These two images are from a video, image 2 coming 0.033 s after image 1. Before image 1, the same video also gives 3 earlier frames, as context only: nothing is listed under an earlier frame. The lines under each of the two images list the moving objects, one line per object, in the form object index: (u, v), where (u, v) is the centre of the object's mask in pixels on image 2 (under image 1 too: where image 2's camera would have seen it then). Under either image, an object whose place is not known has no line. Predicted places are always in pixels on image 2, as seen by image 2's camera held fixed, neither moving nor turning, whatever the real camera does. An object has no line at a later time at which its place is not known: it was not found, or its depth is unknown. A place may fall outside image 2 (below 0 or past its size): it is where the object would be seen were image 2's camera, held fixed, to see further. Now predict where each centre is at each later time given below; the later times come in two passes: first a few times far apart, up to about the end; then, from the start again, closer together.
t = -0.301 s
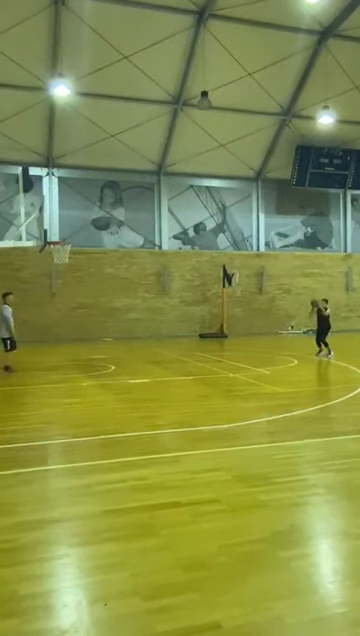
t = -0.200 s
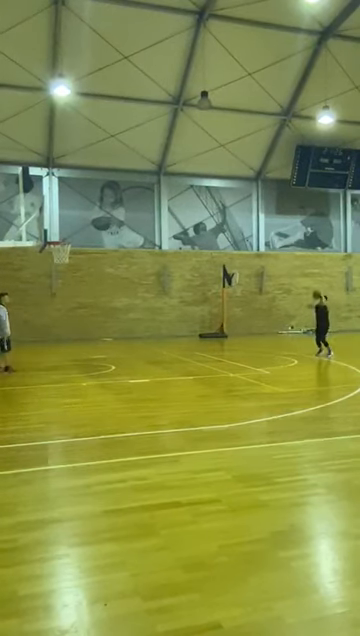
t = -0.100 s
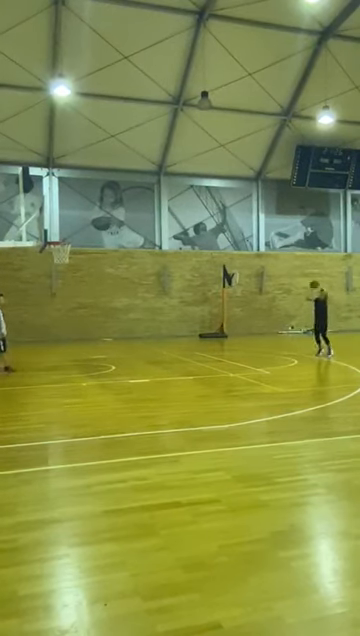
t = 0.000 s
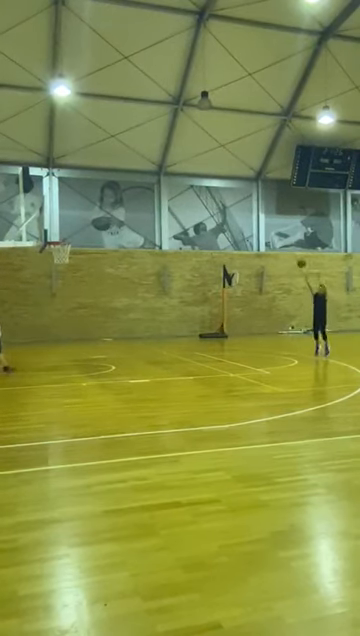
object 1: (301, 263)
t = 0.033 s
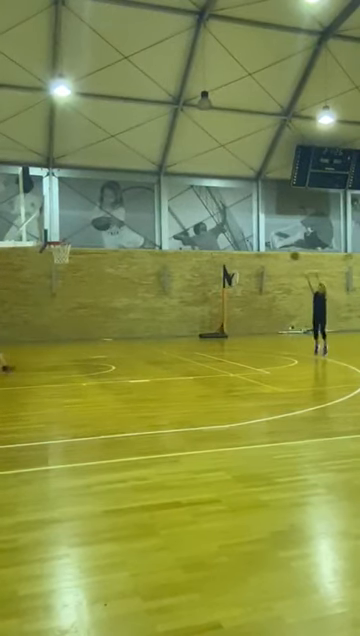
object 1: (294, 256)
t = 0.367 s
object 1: (230, 199)
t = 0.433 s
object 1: (218, 194)
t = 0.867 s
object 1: (125, 191)
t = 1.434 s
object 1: (70, 251)
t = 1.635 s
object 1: (79, 262)
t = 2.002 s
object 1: (90, 322)
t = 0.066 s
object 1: (289, 249)
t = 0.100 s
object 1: (282, 242)
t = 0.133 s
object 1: (276, 235)
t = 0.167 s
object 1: (269, 229)
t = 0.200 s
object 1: (263, 223)
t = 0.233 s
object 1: (257, 217)
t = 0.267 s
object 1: (250, 212)
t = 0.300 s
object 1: (243, 208)
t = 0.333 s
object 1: (237, 204)
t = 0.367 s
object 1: (230, 199)
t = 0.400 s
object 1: (224, 196)
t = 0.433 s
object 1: (218, 194)
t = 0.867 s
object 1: (125, 191)
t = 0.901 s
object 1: (123, 192)
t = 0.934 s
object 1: (119, 193)
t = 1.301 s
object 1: (63, 245)
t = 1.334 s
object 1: (67, 249)
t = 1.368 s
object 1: (68, 249)
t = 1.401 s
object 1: (70, 250)
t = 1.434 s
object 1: (70, 251)
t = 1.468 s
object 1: (74, 251)
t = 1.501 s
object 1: (75, 254)
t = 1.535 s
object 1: (76, 255)
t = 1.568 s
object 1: (77, 257)
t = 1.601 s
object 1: (78, 259)
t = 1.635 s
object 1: (79, 262)
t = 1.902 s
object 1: (87, 301)
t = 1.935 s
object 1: (87, 308)
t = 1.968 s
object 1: (88, 315)
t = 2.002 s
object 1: (90, 322)
